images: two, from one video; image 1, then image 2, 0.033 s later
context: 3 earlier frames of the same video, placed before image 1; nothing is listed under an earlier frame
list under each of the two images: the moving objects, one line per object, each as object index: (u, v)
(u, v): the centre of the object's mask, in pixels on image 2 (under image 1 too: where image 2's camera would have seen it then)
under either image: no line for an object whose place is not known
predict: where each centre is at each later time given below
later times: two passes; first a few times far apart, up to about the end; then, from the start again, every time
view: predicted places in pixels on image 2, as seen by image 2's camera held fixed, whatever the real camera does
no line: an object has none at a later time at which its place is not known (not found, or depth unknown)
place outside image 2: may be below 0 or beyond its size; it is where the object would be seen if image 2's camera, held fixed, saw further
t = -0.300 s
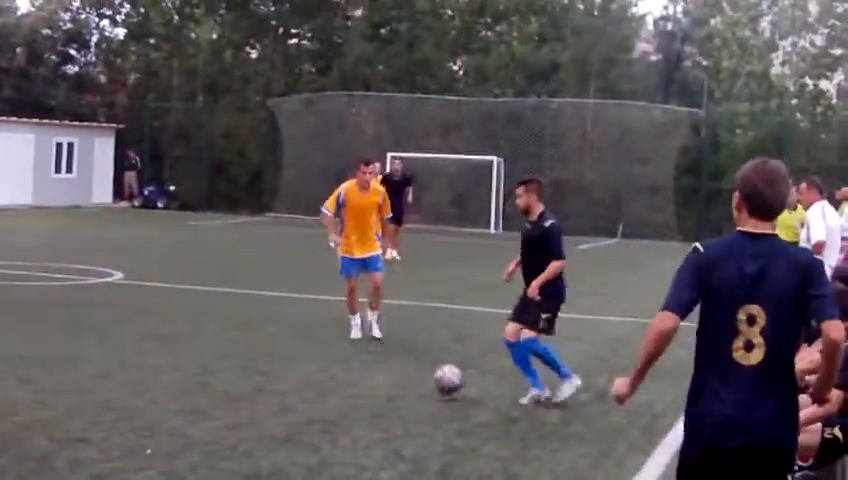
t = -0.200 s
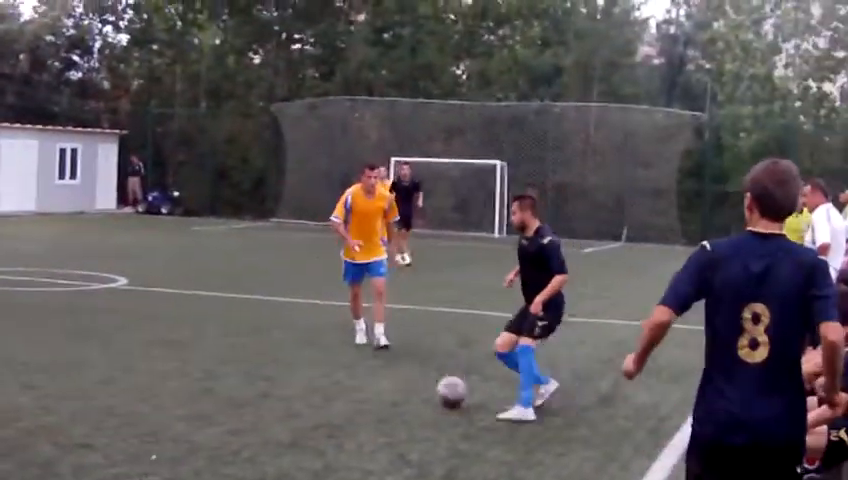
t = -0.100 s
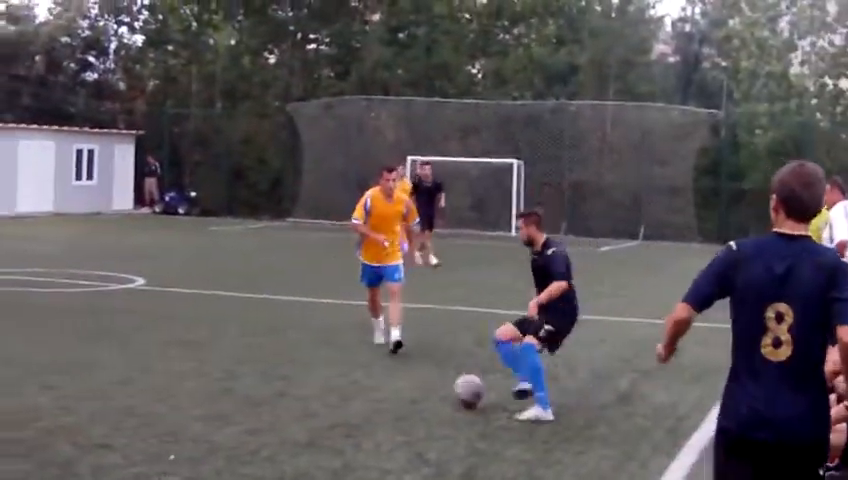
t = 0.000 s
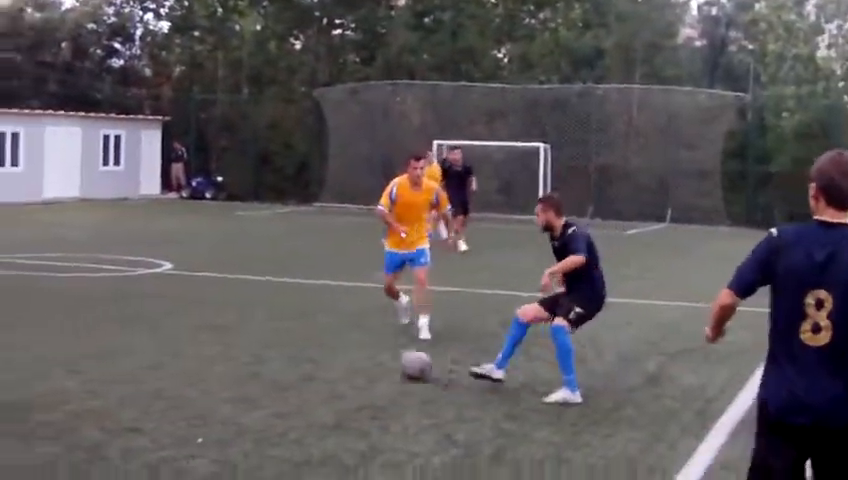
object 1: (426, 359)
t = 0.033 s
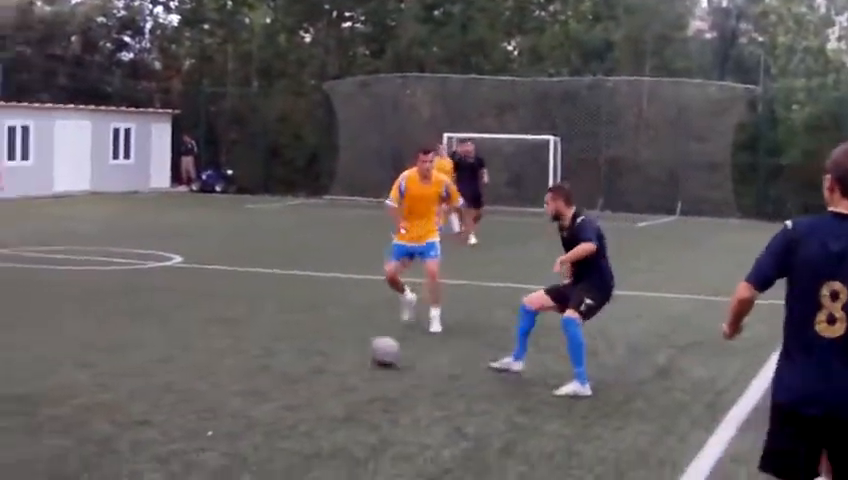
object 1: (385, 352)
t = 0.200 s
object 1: (219, 331)
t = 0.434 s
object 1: (52, 307)
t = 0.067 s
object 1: (348, 347)
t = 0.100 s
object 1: (314, 344)
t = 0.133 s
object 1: (280, 339)
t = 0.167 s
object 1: (249, 333)
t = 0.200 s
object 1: (219, 331)
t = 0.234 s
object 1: (190, 328)
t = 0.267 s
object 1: (165, 324)
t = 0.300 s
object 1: (141, 320)
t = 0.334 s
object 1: (116, 318)
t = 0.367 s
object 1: (94, 315)
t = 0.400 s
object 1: (73, 310)
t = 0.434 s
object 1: (52, 307)
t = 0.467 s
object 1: (34, 305)
